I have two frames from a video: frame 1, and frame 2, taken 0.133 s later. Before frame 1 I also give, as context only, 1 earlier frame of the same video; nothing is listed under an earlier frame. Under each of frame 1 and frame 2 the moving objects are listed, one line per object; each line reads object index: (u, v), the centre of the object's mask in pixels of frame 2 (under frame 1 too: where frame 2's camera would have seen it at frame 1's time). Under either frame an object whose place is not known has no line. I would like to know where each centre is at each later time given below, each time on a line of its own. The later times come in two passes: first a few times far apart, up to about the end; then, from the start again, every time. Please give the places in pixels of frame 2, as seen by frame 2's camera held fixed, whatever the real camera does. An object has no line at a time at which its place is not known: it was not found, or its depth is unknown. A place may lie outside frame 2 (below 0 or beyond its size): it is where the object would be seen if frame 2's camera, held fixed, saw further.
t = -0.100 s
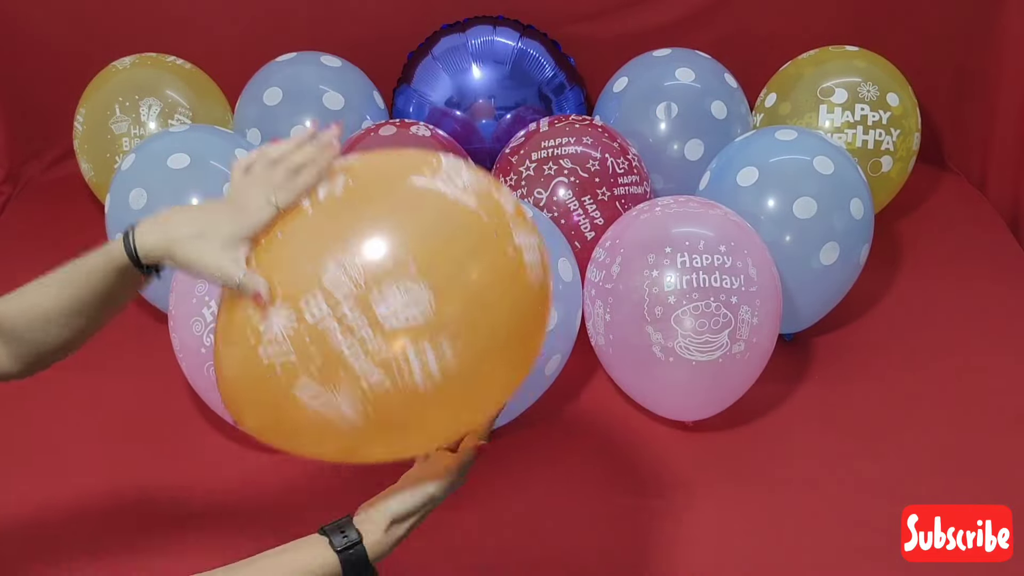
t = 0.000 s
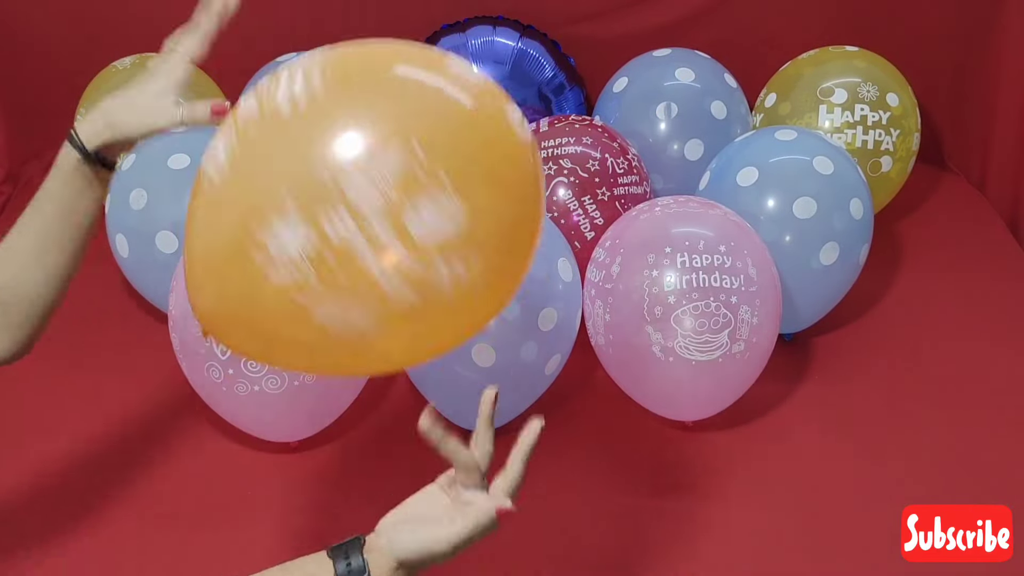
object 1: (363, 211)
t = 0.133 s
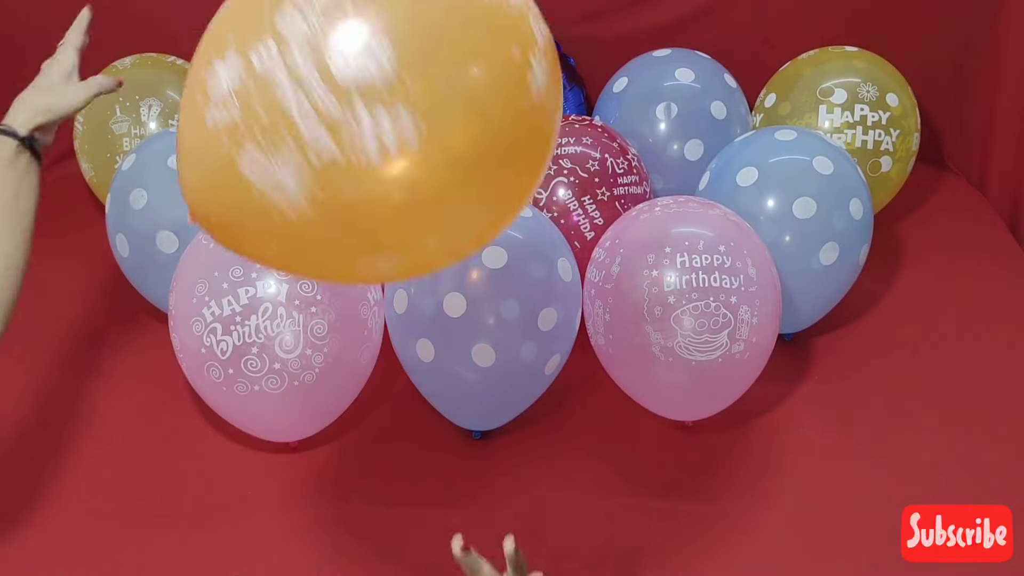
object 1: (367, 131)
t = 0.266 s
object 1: (372, 93)
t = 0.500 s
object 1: (388, 63)
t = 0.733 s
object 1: (418, 59)
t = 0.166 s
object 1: (368, 120)
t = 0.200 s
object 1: (369, 110)
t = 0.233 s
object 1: (371, 101)
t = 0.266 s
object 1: (372, 93)
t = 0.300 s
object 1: (373, 86)
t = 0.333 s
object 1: (375, 80)
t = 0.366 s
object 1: (377, 75)
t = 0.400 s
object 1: (378, 71)
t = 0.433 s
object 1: (381, 68)
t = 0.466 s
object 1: (384, 65)
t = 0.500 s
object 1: (388, 63)
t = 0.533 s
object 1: (393, 62)
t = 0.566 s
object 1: (397, 60)
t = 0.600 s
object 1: (402, 59)
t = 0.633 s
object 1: (406, 58)
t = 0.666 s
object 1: (410, 58)
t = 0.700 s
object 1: (414, 58)
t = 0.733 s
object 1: (418, 59)
